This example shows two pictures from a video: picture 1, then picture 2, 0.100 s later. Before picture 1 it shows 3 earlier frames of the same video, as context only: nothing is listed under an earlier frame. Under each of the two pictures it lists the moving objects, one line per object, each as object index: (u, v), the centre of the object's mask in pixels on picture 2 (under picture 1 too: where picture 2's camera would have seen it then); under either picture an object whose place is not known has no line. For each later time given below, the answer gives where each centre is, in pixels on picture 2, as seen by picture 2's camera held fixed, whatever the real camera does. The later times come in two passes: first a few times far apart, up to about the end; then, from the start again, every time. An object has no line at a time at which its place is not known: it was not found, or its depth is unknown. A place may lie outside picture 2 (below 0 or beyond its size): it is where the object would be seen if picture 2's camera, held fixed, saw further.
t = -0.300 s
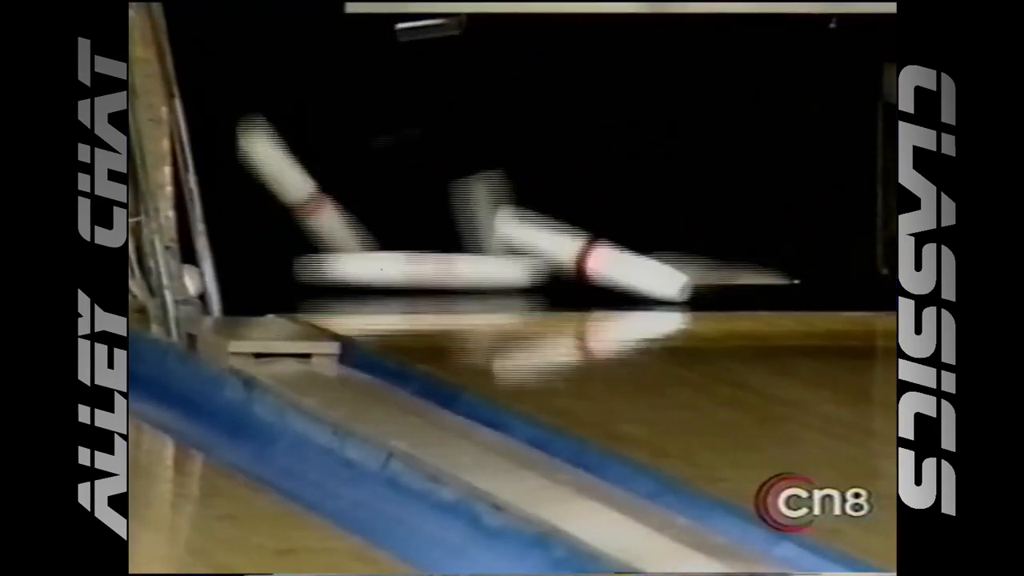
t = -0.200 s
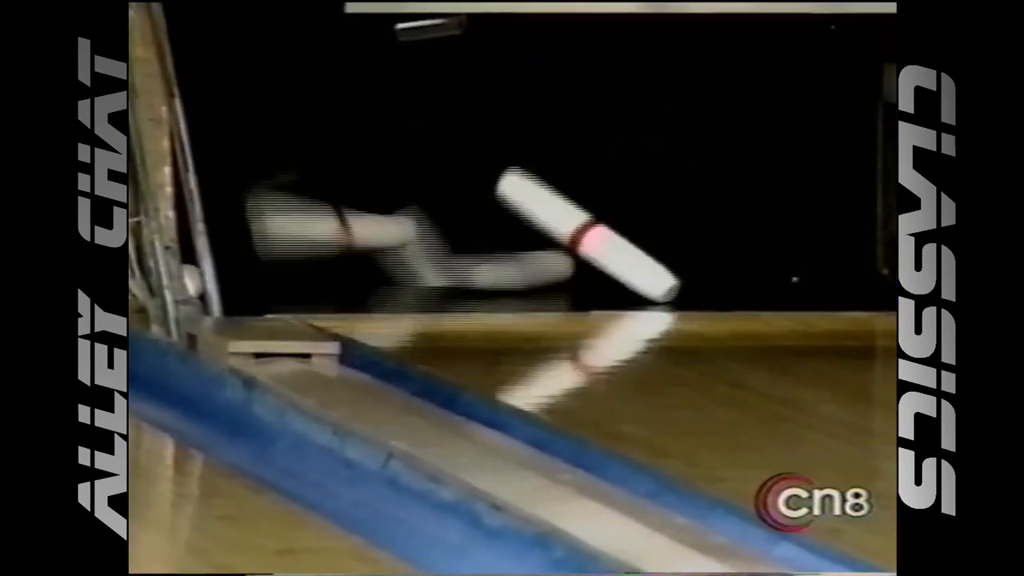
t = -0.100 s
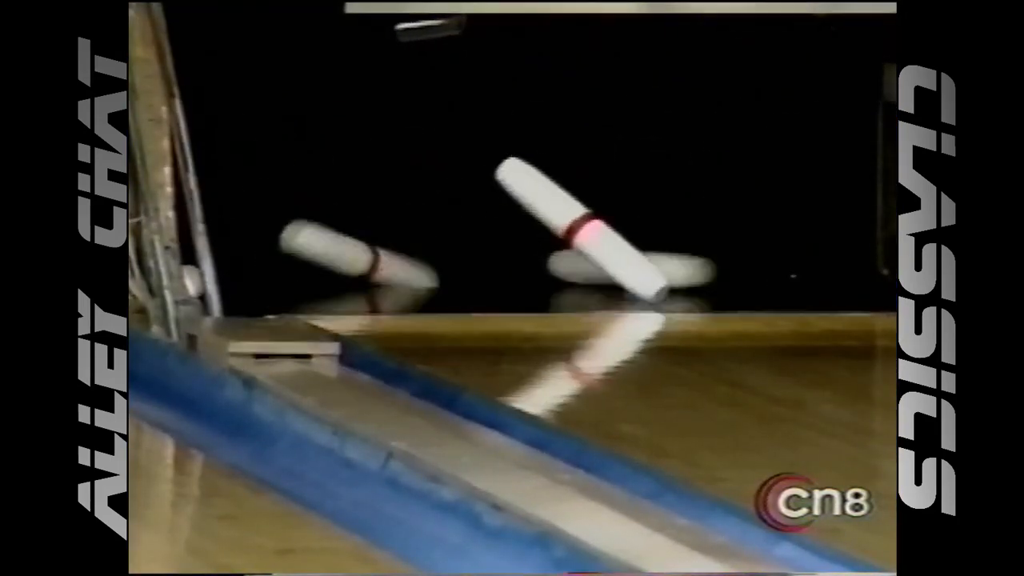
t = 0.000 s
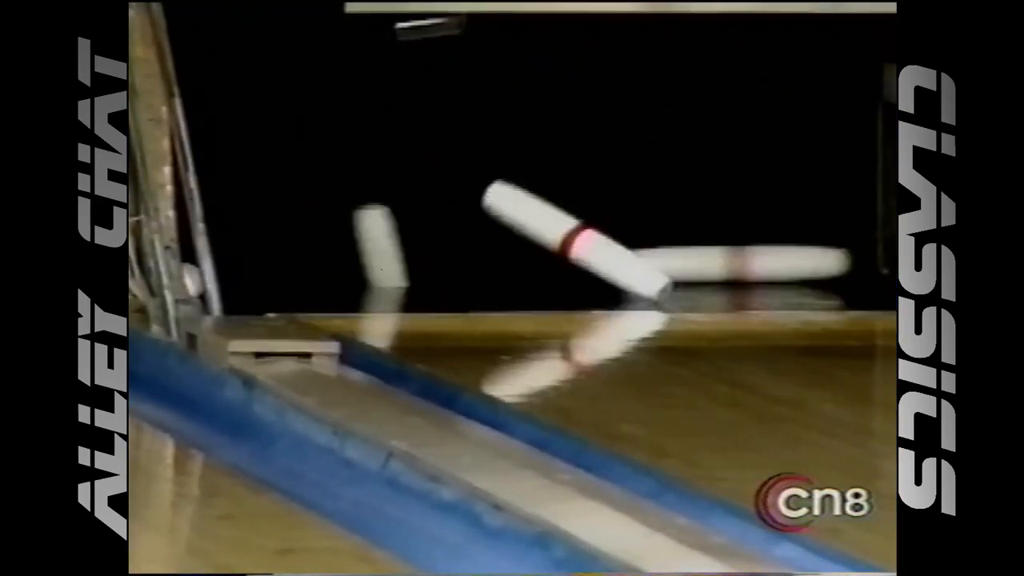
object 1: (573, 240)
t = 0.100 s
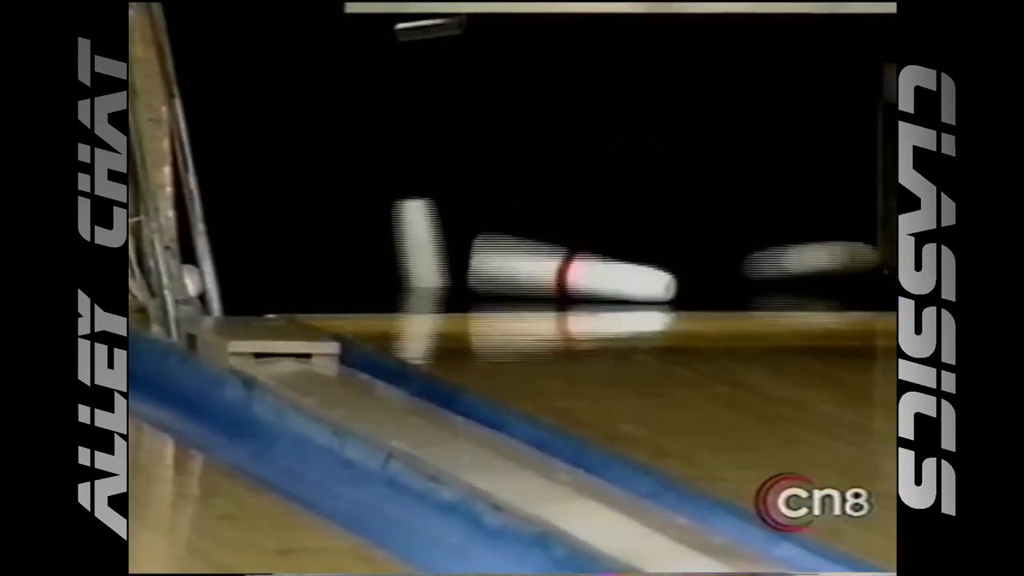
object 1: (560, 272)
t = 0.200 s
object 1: (573, 258)
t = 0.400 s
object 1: (547, 254)
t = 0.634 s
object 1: (534, 257)
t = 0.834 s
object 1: (533, 278)
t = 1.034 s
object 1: (521, 262)
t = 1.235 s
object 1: (521, 262)
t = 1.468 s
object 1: (521, 262)
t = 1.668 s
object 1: (520, 262)
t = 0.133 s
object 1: (574, 275)
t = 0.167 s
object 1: (572, 269)
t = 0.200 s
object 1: (573, 258)
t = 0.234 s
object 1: (565, 250)
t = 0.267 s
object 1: (559, 247)
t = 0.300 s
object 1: (557, 246)
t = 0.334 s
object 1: (553, 246)
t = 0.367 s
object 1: (550, 249)
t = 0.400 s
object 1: (547, 254)
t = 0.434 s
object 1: (546, 259)
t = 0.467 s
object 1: (550, 267)
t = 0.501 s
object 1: (538, 276)
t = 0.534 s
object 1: (535, 270)
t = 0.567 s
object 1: (535, 266)
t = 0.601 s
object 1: (533, 260)
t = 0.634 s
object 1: (534, 257)
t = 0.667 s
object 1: (534, 256)
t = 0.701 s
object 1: (533, 258)
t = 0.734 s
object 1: (530, 260)
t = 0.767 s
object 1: (525, 268)
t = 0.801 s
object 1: (527, 276)
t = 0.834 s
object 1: (533, 278)
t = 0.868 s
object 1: (533, 271)
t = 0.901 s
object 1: (527, 265)
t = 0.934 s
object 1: (523, 262)
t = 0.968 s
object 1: (521, 263)
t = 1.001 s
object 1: (522, 263)
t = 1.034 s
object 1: (521, 262)
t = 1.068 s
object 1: (521, 262)
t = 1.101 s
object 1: (521, 262)
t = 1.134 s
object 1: (521, 262)
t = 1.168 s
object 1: (521, 263)
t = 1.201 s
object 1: (521, 263)
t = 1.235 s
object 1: (521, 262)
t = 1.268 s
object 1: (521, 262)
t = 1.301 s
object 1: (521, 263)
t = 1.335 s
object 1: (521, 262)
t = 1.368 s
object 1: (521, 262)
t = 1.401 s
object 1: (520, 263)
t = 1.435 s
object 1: (521, 263)
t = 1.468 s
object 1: (521, 262)
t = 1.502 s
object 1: (521, 262)
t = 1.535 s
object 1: (520, 263)
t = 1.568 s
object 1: (520, 263)
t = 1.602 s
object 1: (520, 263)
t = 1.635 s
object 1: (520, 262)
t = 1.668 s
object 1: (520, 262)
